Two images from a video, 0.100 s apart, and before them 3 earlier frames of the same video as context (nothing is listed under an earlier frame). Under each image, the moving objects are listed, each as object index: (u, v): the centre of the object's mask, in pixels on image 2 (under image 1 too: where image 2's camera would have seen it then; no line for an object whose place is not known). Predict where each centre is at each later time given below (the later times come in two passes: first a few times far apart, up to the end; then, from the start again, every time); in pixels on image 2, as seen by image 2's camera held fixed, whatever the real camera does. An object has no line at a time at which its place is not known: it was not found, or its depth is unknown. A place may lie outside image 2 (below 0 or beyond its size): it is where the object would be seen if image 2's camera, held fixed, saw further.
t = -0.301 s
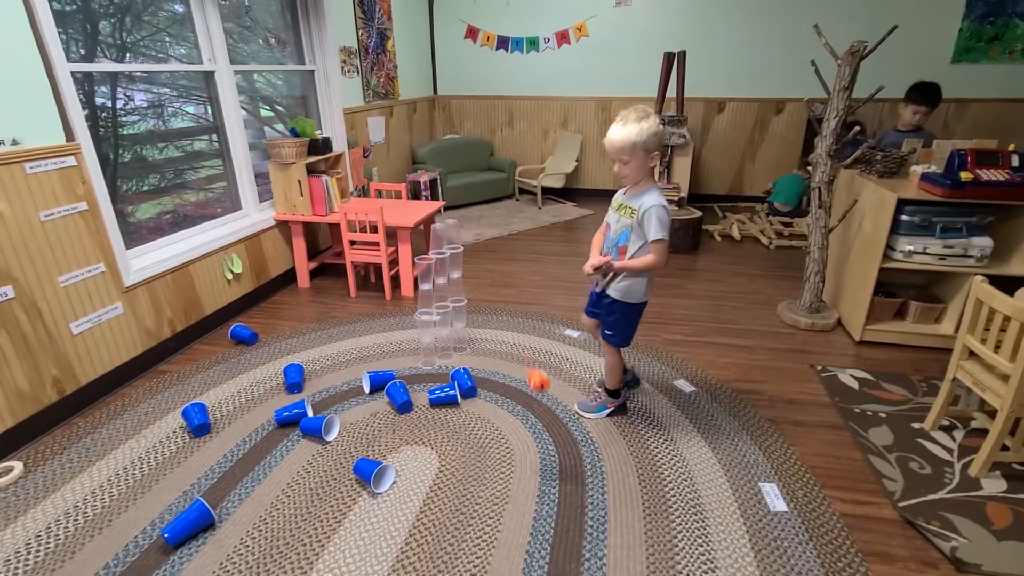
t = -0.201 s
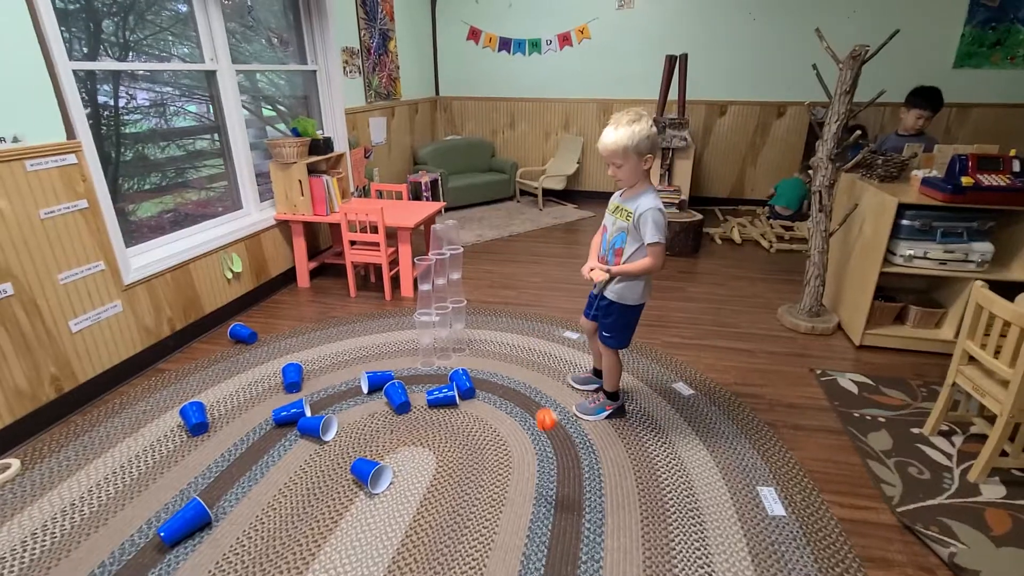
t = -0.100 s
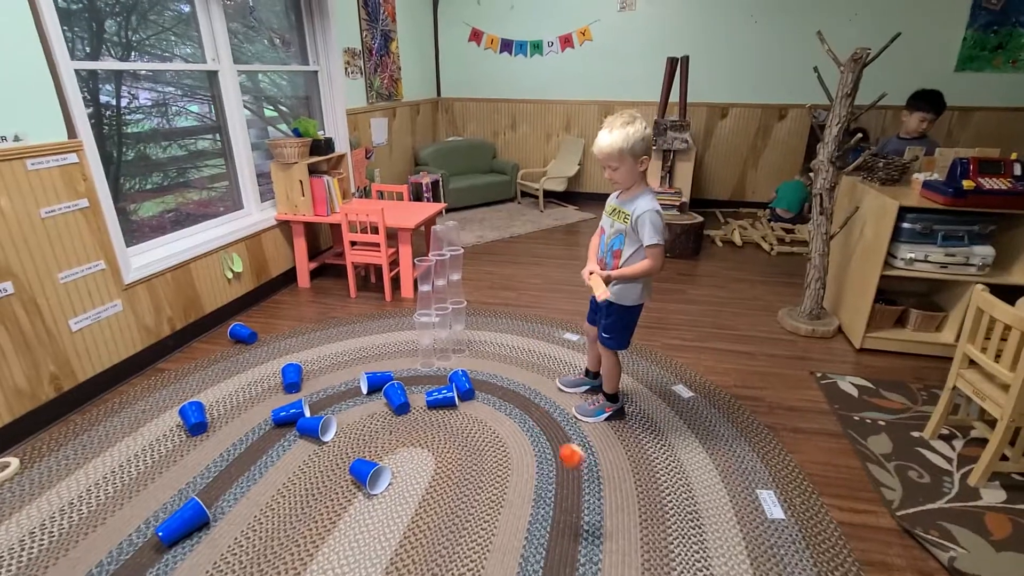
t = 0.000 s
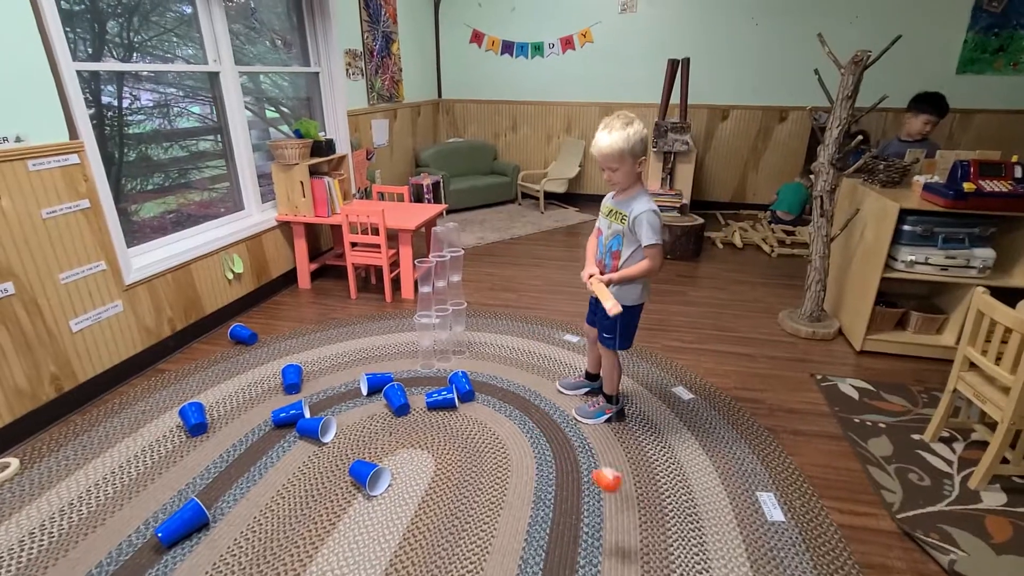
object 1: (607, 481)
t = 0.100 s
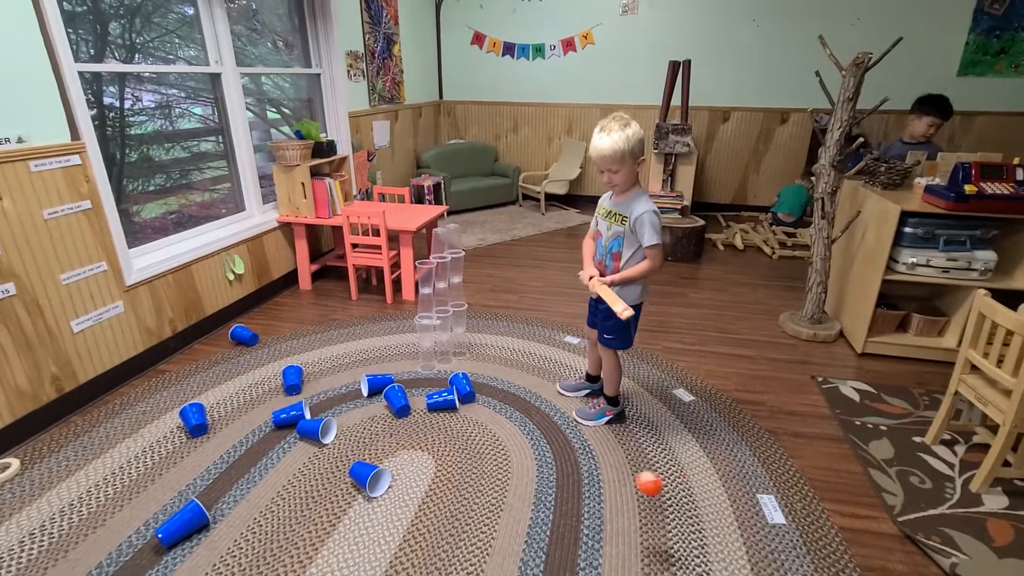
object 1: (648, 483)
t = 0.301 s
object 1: (704, 460)
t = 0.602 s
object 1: (690, 413)
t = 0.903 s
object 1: (669, 391)
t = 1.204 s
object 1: (681, 434)
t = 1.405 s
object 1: (712, 459)
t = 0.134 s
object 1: (661, 481)
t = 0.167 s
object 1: (673, 478)
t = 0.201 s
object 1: (683, 475)
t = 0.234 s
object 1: (691, 470)
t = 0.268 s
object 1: (698, 465)
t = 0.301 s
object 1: (704, 460)
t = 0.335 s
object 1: (707, 454)
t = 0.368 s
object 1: (709, 449)
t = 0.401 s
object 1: (709, 444)
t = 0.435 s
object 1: (708, 439)
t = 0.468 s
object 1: (705, 433)
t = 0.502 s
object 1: (702, 428)
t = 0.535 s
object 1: (698, 423)
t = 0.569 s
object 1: (693, 418)
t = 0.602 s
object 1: (690, 413)
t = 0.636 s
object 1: (686, 408)
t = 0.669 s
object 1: (682, 404)
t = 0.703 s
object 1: (679, 399)
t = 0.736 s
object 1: (677, 395)
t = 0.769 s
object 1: (674, 392)
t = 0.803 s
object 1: (673, 391)
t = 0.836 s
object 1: (671, 390)
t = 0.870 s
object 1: (670, 390)
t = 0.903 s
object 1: (669, 391)
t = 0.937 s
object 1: (668, 394)
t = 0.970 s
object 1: (668, 397)
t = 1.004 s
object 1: (668, 404)
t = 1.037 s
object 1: (669, 409)
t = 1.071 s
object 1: (671, 414)
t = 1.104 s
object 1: (672, 420)
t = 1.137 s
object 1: (675, 426)
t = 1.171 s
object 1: (678, 430)
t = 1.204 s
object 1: (681, 434)
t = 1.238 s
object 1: (684, 438)
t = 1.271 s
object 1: (687, 441)
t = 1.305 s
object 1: (695, 446)
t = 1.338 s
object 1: (700, 449)
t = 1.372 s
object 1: (706, 454)
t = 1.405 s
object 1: (712, 459)
